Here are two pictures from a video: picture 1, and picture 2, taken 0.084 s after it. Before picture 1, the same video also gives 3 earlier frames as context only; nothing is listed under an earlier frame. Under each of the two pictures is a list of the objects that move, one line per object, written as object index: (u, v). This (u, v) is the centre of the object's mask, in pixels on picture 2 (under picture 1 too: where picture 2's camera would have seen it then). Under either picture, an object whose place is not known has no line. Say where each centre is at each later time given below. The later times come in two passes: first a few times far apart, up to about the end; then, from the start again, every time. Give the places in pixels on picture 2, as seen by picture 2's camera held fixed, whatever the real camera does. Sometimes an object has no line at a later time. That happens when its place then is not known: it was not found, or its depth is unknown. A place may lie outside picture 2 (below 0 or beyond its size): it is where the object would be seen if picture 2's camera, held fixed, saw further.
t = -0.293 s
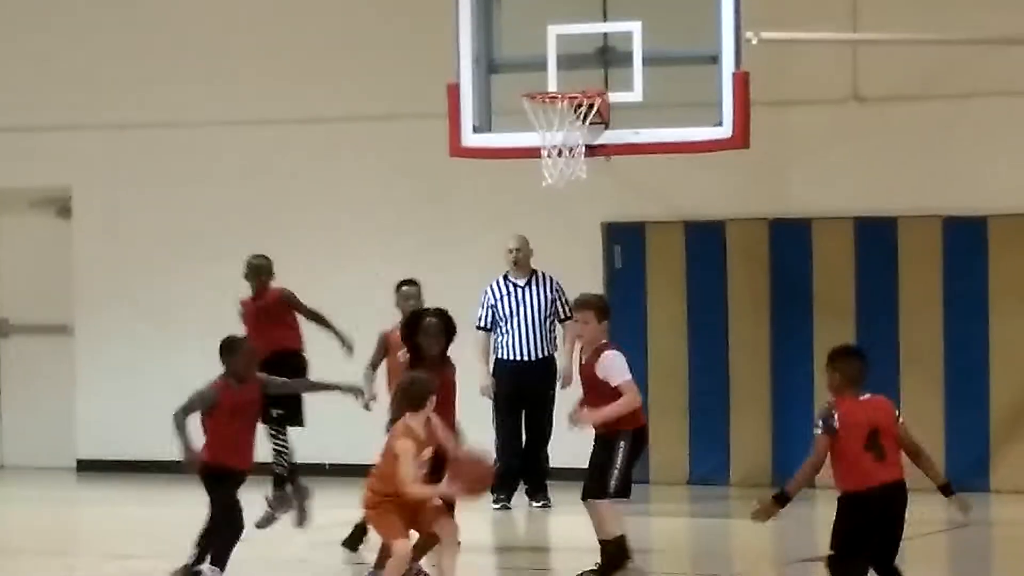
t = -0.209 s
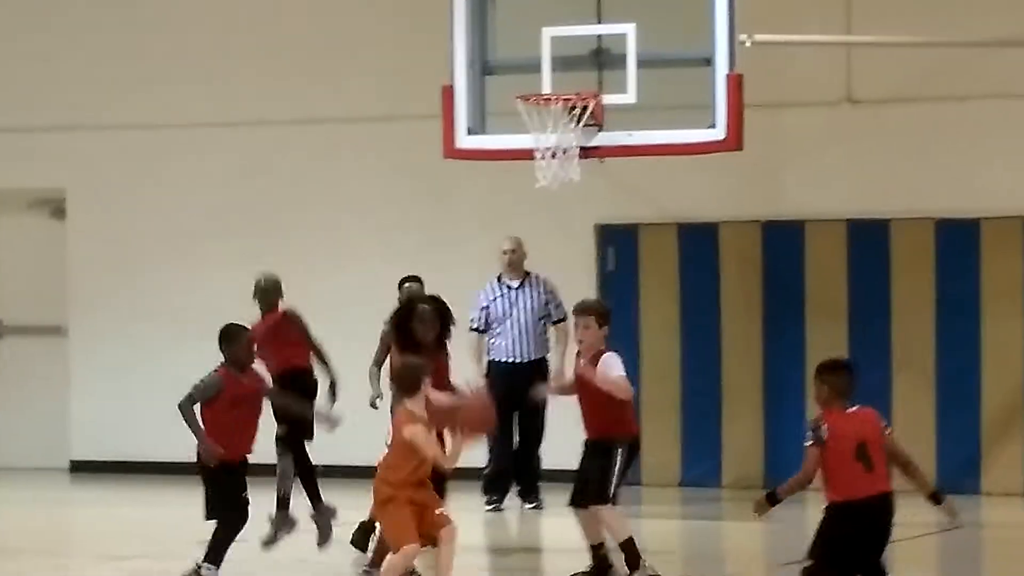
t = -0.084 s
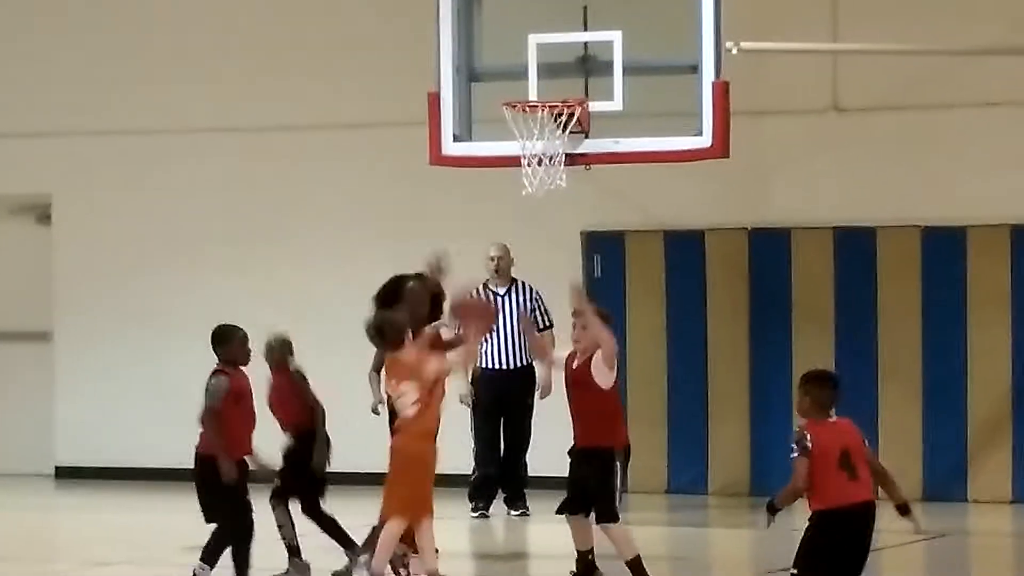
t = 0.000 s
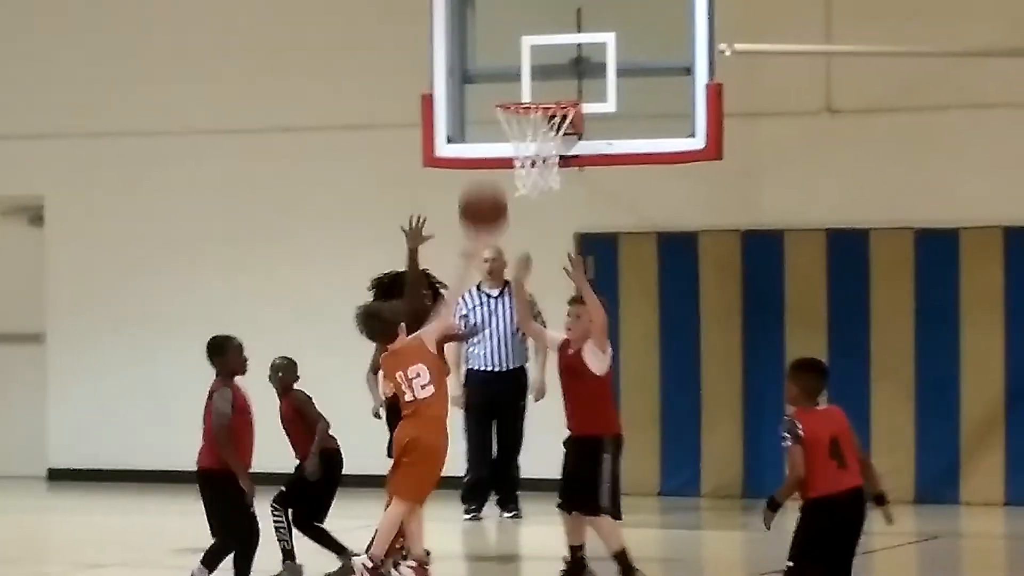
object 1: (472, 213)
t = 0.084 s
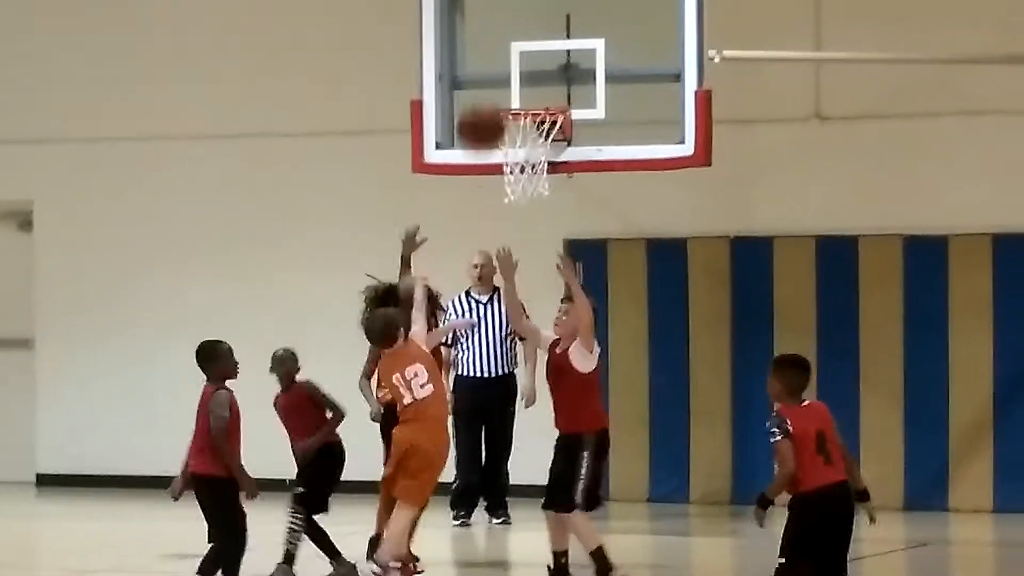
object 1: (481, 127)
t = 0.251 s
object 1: (497, 4)
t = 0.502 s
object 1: (520, -66)
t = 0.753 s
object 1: (542, -21)
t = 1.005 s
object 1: (529, 99)
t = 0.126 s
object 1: (486, 90)
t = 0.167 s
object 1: (489, 58)
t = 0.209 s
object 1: (493, 29)
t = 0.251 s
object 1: (497, 4)
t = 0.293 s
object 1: (501, -14)
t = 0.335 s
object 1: (504, -29)
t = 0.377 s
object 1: (508, -44)
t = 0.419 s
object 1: (512, -56)
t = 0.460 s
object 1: (516, -64)
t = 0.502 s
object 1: (520, -66)
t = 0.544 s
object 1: (524, -68)
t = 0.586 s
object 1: (528, -65)
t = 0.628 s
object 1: (531, -60)
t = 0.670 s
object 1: (534, -49)
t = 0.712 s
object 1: (538, -38)
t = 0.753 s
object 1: (542, -21)
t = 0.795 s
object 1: (545, -4)
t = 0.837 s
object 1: (548, 16)
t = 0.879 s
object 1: (551, 38)
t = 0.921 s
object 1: (556, 68)
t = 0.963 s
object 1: (546, 85)
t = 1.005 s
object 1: (529, 99)
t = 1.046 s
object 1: (511, 130)
